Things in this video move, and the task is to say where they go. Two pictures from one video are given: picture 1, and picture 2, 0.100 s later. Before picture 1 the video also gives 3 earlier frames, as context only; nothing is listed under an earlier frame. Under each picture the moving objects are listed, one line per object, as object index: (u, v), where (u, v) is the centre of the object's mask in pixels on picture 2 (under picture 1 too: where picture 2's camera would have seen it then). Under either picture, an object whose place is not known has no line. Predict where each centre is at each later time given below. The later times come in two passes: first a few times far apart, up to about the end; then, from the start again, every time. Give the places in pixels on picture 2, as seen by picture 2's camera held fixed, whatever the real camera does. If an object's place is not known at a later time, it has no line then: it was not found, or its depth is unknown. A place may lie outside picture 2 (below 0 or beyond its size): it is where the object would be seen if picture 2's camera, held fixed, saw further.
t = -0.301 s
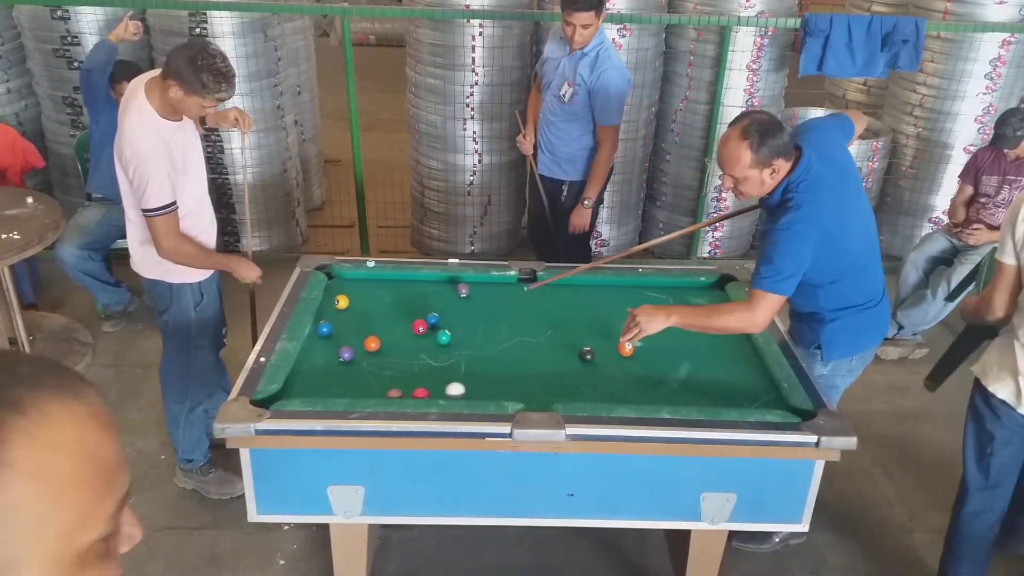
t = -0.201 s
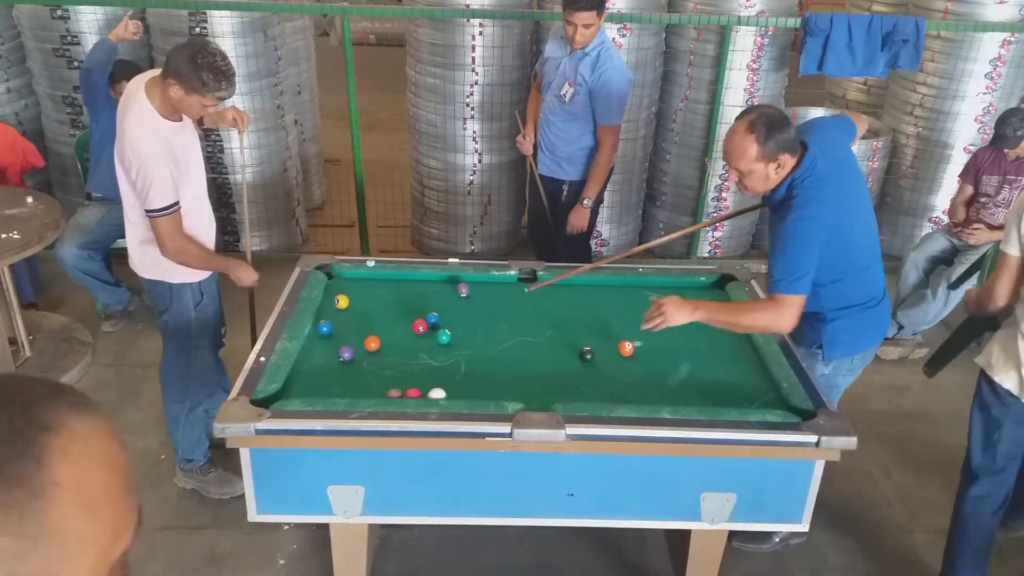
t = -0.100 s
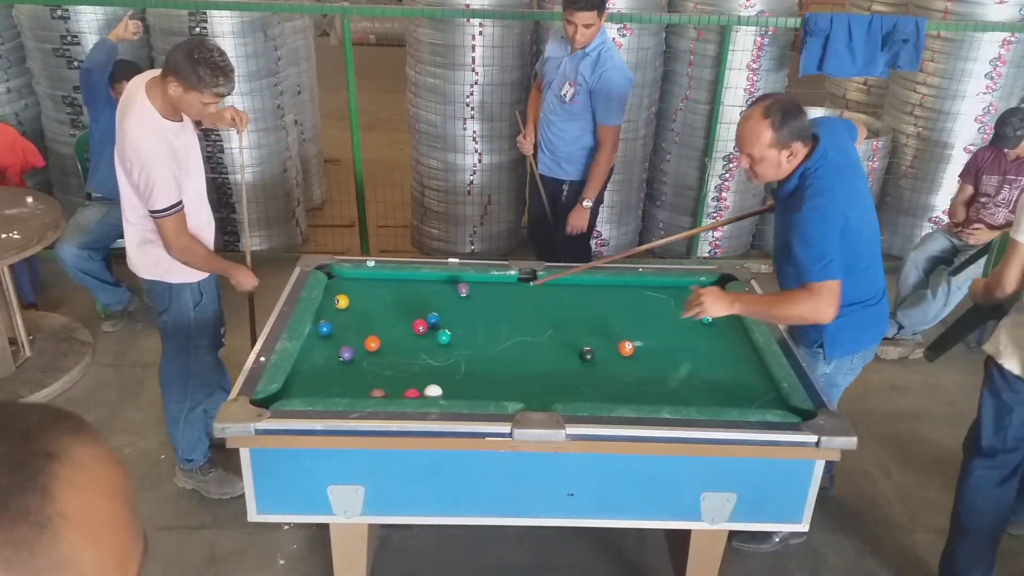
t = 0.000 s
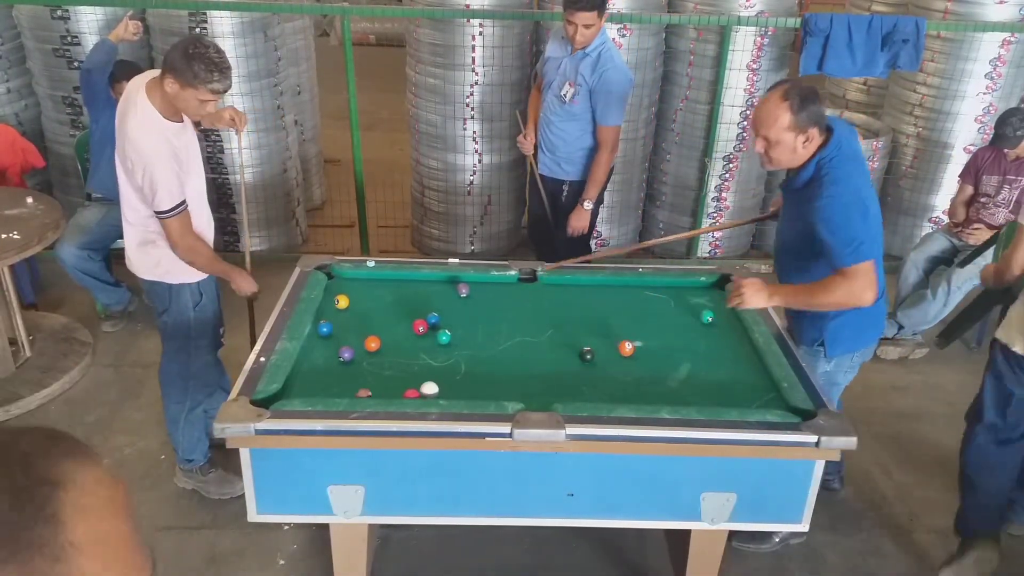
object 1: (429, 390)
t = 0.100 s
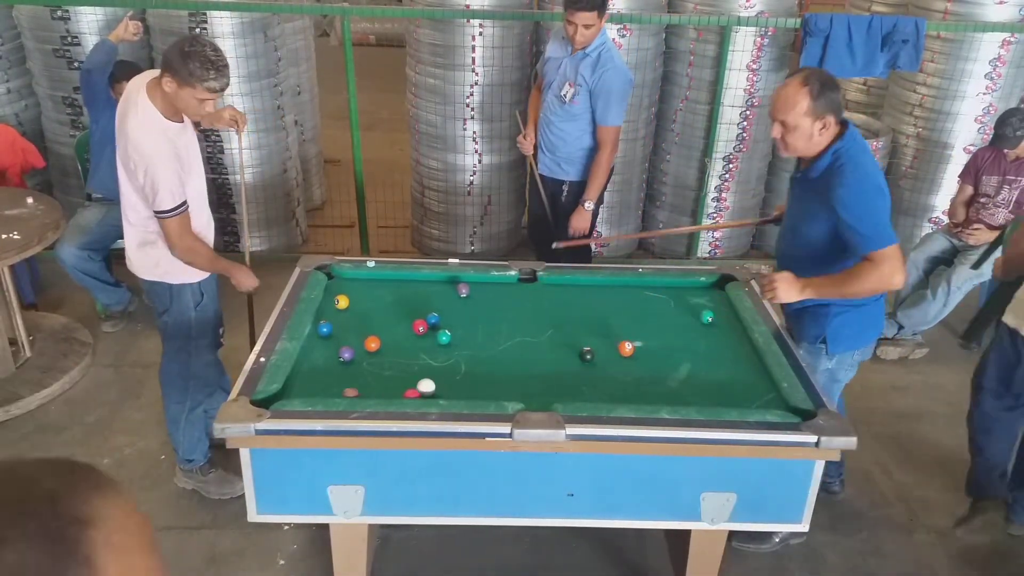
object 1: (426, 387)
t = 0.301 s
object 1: (420, 382)
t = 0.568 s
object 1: (414, 376)
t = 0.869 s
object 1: (411, 371)
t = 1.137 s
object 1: (409, 368)
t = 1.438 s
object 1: (407, 367)
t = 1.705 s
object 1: (407, 367)
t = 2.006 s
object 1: (407, 367)
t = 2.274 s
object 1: (407, 367)
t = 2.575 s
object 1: (408, 367)
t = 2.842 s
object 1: (407, 367)
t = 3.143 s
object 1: (407, 367)
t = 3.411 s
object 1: (408, 367)
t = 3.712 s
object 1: (407, 367)
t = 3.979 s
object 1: (407, 367)
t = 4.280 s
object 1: (407, 367)
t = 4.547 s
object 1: (407, 367)
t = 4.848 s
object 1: (407, 367)
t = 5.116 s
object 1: (407, 367)
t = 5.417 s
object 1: (408, 367)
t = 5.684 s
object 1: (408, 367)
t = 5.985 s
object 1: (407, 367)
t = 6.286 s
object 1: (407, 367)
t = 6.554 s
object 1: (408, 367)
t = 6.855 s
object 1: (408, 367)
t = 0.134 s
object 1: (425, 386)
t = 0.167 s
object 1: (424, 385)
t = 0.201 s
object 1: (423, 384)
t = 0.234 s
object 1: (422, 383)
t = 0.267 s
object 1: (421, 383)
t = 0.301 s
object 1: (420, 382)
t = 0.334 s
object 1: (419, 381)
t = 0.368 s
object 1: (419, 380)
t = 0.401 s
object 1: (418, 379)
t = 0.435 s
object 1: (417, 379)
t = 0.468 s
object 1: (416, 378)
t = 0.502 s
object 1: (416, 377)
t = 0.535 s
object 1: (415, 377)
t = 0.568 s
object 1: (414, 376)
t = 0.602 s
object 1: (414, 375)
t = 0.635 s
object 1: (413, 375)
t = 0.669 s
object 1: (413, 374)
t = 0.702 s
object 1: (412, 374)
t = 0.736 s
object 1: (412, 373)
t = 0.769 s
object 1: (412, 372)
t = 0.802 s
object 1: (411, 372)
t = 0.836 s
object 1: (411, 371)
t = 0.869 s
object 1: (411, 371)
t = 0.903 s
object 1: (410, 371)
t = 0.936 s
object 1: (410, 370)
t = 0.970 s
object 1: (410, 370)
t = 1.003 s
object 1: (409, 369)
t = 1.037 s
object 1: (409, 369)
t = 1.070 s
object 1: (409, 369)
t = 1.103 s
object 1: (409, 368)
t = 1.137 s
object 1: (409, 368)
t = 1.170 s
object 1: (408, 368)
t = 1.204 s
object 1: (408, 368)
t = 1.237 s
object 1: (408, 368)
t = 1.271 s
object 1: (408, 367)
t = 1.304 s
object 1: (408, 367)
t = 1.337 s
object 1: (408, 367)
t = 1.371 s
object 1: (407, 367)
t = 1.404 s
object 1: (407, 367)
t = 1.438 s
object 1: (407, 367)
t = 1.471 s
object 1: (407, 367)
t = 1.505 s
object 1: (407, 367)
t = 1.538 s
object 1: (407, 367)
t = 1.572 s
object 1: (407, 367)
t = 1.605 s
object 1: (407, 367)
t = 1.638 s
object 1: (407, 367)
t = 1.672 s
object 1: (407, 367)
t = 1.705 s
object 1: (407, 367)
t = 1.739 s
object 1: (407, 367)
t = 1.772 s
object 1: (407, 367)
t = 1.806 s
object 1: (407, 367)
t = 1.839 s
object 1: (407, 367)
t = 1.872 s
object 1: (408, 367)
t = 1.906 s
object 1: (408, 367)
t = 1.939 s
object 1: (408, 367)
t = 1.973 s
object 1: (408, 367)
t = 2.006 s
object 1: (407, 367)
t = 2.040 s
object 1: (408, 367)
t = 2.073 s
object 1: (407, 367)
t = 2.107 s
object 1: (407, 367)
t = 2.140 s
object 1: (407, 367)
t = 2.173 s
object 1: (407, 367)
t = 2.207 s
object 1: (408, 367)
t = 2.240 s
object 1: (407, 367)
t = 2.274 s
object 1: (407, 367)
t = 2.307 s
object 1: (408, 367)
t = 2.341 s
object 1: (408, 367)
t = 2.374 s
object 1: (407, 367)
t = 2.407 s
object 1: (408, 367)
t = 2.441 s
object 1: (408, 367)
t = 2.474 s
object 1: (408, 367)
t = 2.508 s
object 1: (407, 367)
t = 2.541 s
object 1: (407, 367)
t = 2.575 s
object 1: (408, 367)
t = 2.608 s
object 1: (407, 367)
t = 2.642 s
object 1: (407, 367)
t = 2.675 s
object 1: (407, 367)
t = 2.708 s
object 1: (407, 367)
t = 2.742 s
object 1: (407, 367)
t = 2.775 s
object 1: (407, 367)
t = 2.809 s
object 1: (407, 367)
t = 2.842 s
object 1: (407, 367)
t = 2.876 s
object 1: (407, 367)
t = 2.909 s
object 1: (407, 367)
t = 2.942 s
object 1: (407, 367)
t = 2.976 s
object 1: (407, 367)
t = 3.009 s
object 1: (407, 367)
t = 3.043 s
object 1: (407, 367)
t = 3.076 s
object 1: (407, 367)
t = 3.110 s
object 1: (407, 367)
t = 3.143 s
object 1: (407, 367)
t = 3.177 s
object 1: (407, 367)
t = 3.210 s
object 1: (407, 367)
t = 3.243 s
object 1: (407, 367)
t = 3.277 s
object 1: (407, 367)
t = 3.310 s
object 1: (407, 367)
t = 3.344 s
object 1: (407, 367)
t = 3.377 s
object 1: (407, 367)
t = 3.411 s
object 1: (408, 367)
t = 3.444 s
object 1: (407, 367)
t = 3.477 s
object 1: (407, 367)
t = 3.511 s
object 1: (407, 367)
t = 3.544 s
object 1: (407, 367)
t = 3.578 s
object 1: (407, 367)
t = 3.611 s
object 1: (407, 367)
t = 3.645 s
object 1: (407, 367)
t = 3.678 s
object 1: (407, 367)
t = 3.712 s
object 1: (407, 367)
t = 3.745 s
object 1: (407, 367)
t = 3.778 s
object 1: (407, 367)
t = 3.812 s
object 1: (407, 367)
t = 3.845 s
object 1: (407, 367)
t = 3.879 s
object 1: (407, 367)
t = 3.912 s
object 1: (407, 367)
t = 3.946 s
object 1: (407, 367)
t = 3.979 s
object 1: (407, 367)
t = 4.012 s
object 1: (408, 367)
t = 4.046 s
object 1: (408, 367)
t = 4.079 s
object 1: (408, 367)
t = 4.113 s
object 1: (407, 367)
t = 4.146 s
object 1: (407, 367)
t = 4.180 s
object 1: (408, 367)
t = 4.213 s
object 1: (408, 367)
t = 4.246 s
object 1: (407, 367)
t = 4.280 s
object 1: (407, 367)
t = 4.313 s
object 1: (407, 367)
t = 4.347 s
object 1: (407, 367)
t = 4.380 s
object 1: (407, 367)
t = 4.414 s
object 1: (408, 367)
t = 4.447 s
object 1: (407, 367)
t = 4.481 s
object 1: (407, 367)
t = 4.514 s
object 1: (407, 367)
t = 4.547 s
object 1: (407, 367)
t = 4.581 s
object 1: (408, 367)
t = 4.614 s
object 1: (408, 367)
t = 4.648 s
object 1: (408, 367)
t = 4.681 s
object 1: (408, 367)
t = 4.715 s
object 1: (408, 367)
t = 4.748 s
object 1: (408, 367)
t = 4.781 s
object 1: (407, 367)
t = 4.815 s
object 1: (408, 367)
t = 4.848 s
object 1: (407, 367)
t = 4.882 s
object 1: (407, 367)
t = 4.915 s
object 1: (407, 367)
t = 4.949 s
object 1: (407, 367)
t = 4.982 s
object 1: (407, 367)
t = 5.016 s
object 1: (407, 367)
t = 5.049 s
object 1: (407, 367)
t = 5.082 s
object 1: (407, 367)
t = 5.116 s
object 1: (407, 367)
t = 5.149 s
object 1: (407, 367)
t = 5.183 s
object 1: (407, 367)
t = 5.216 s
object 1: (407, 367)
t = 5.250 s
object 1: (407, 367)
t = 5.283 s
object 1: (407, 367)
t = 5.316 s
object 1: (408, 367)
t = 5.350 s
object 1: (407, 367)
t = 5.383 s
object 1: (408, 367)
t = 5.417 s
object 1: (408, 367)
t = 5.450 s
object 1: (408, 367)
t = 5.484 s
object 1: (408, 367)
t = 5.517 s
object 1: (407, 367)
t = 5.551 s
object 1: (408, 367)
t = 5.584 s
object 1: (408, 367)
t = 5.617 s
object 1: (408, 367)
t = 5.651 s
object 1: (408, 367)
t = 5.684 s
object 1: (408, 367)
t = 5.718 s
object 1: (407, 367)
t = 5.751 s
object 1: (408, 367)
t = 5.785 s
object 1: (408, 367)
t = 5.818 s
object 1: (408, 367)
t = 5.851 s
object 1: (408, 367)
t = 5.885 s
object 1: (408, 367)
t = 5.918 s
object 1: (407, 367)
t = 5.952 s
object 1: (408, 367)
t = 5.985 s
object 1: (407, 367)
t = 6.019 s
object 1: (407, 367)
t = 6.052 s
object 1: (407, 367)
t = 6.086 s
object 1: (408, 367)
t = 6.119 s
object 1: (408, 367)
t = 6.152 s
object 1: (408, 367)
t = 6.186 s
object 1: (408, 367)
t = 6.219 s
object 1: (408, 367)
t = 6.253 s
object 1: (408, 367)
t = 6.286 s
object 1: (407, 367)
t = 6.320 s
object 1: (408, 367)
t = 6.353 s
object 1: (407, 367)
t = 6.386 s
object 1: (407, 367)
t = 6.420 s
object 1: (407, 367)
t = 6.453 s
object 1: (407, 367)
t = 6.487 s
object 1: (407, 367)
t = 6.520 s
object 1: (407, 367)
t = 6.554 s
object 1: (408, 367)
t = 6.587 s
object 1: (408, 367)
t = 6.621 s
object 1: (408, 367)
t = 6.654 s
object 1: (408, 367)
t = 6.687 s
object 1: (408, 367)
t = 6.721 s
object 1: (408, 367)
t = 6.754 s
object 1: (408, 367)
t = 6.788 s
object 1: (408, 367)
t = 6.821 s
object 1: (408, 367)
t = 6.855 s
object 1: (408, 367)
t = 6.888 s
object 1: (408, 367)
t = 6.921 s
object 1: (408, 367)
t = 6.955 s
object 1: (407, 367)
